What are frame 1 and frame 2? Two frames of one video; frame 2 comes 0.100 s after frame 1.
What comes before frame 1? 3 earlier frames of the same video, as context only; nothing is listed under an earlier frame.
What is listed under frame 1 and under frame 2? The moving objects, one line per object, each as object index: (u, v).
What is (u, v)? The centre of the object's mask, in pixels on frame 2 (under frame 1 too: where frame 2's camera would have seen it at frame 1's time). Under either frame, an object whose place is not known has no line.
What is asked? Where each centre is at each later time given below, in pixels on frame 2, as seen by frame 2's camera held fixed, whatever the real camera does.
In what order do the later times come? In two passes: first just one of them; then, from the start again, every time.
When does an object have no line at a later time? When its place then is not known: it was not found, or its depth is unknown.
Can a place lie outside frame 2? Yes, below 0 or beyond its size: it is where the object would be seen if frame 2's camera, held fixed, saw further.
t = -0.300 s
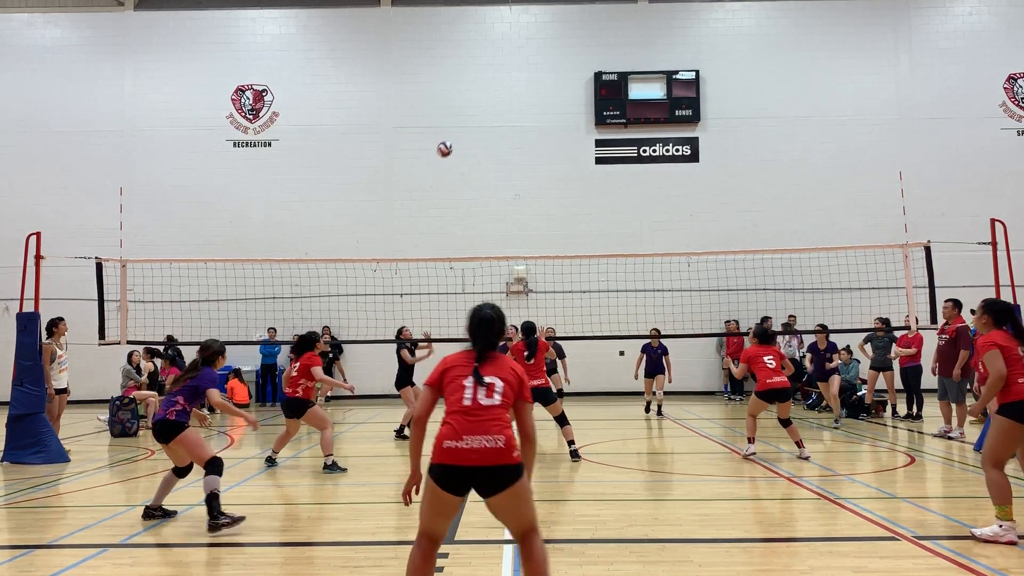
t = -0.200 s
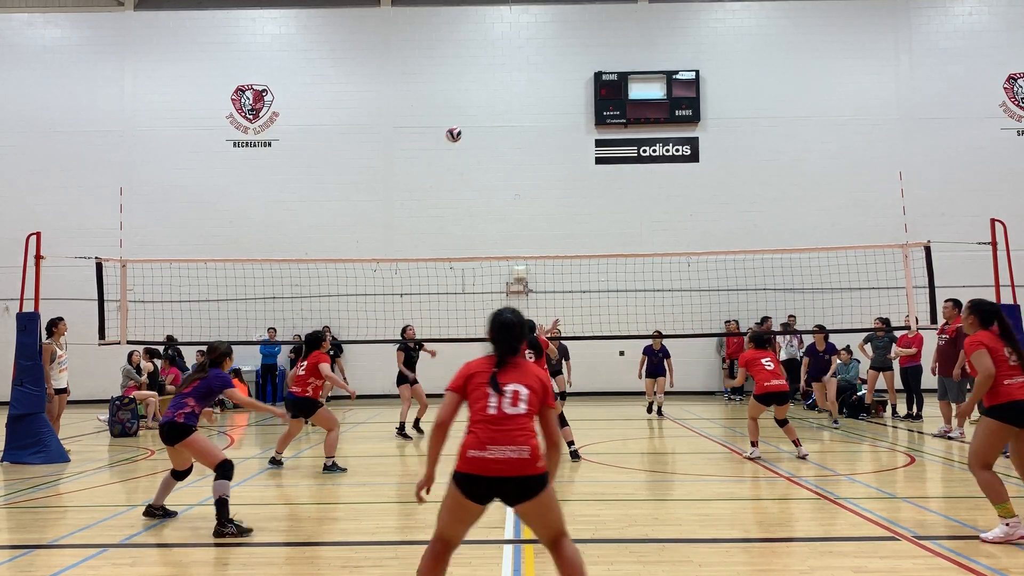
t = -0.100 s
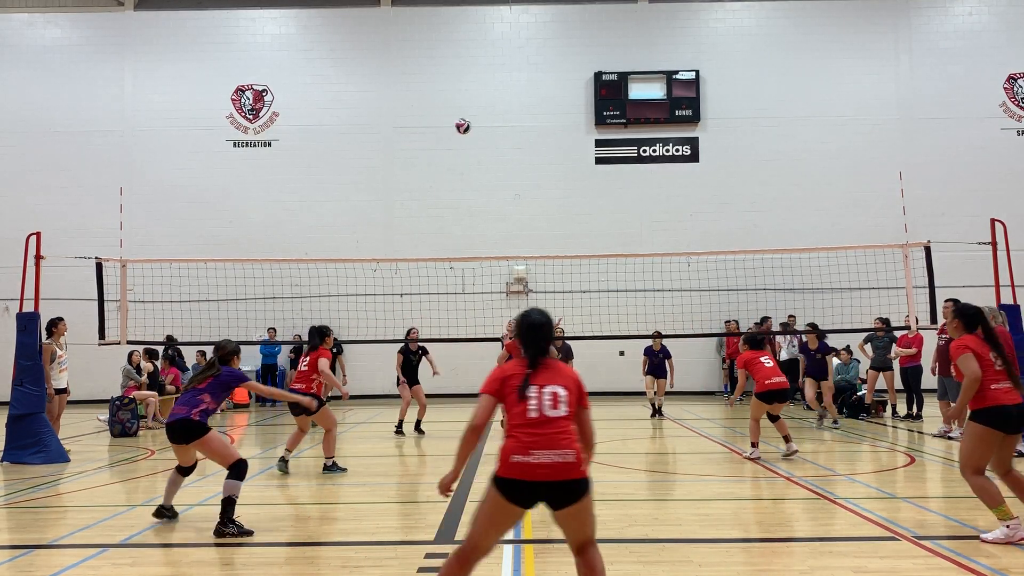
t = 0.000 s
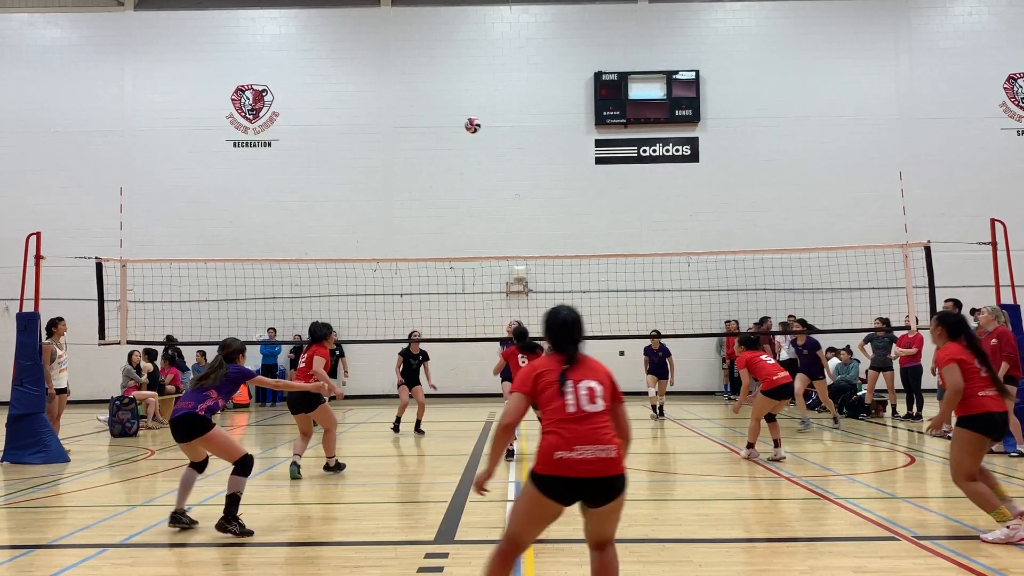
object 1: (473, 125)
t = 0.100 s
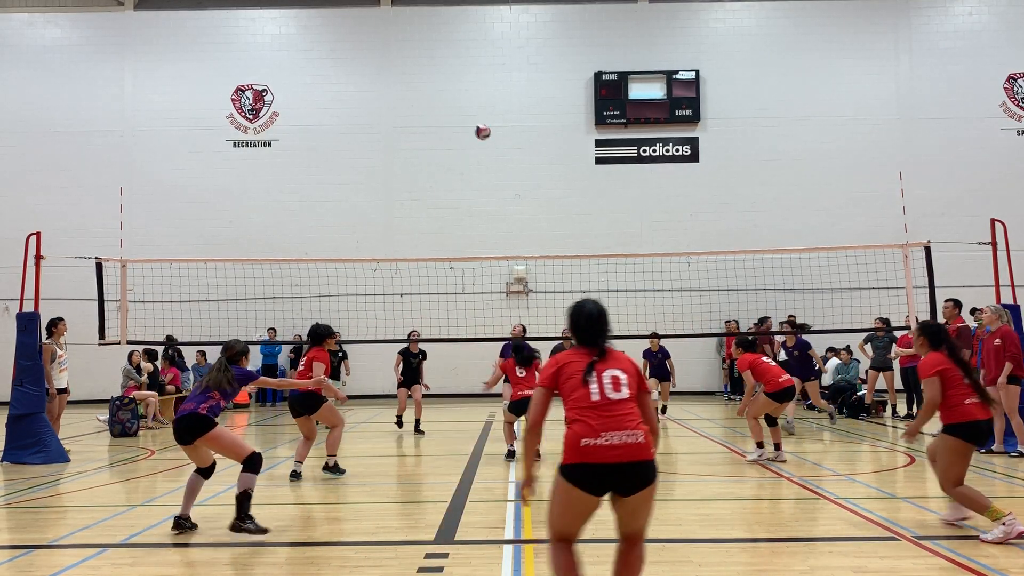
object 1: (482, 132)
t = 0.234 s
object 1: (495, 152)
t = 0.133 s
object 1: (486, 135)
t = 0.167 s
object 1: (489, 140)
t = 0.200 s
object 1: (492, 145)
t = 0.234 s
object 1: (495, 152)
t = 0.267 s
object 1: (499, 159)
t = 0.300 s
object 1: (502, 167)
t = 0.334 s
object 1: (505, 176)
